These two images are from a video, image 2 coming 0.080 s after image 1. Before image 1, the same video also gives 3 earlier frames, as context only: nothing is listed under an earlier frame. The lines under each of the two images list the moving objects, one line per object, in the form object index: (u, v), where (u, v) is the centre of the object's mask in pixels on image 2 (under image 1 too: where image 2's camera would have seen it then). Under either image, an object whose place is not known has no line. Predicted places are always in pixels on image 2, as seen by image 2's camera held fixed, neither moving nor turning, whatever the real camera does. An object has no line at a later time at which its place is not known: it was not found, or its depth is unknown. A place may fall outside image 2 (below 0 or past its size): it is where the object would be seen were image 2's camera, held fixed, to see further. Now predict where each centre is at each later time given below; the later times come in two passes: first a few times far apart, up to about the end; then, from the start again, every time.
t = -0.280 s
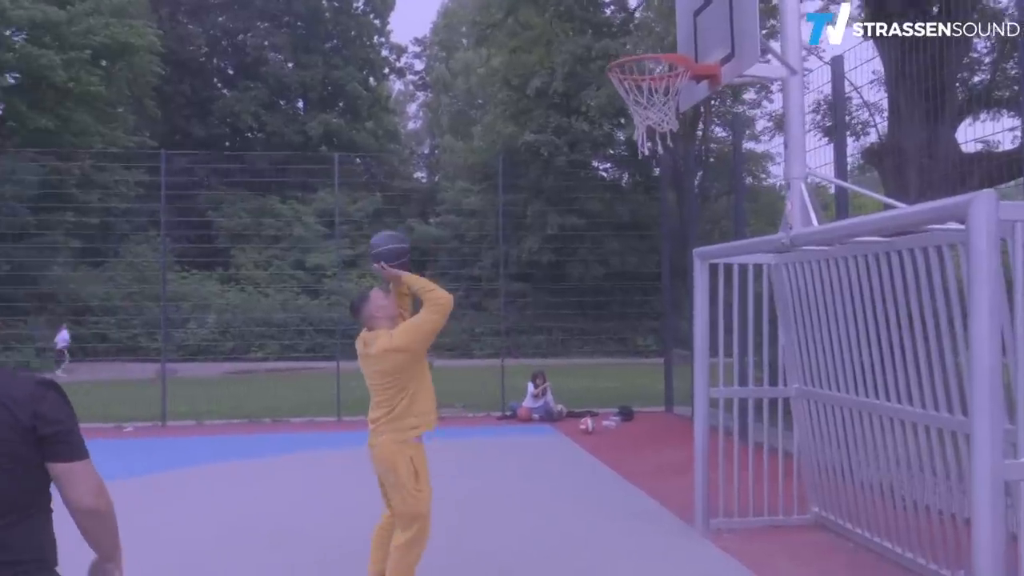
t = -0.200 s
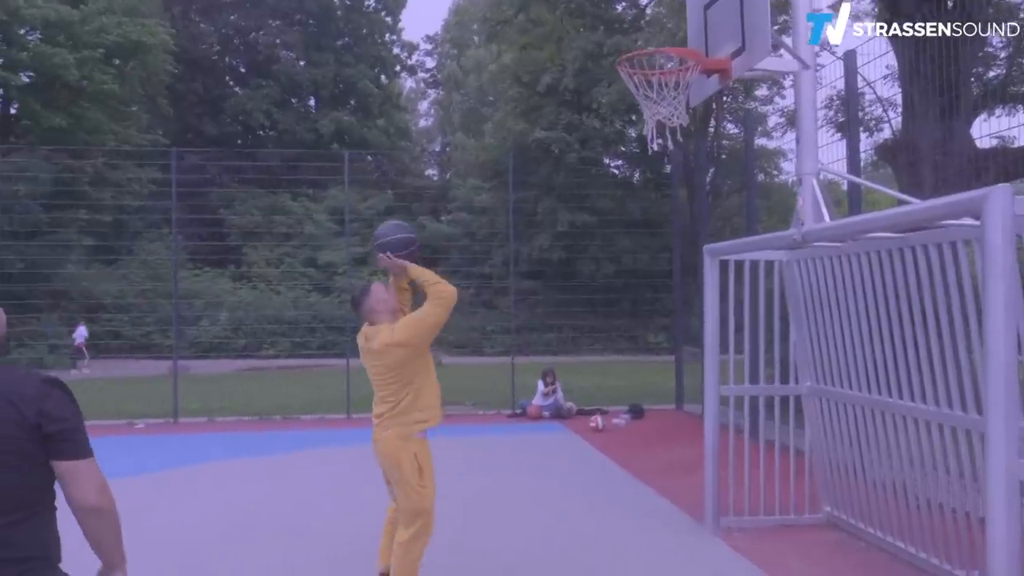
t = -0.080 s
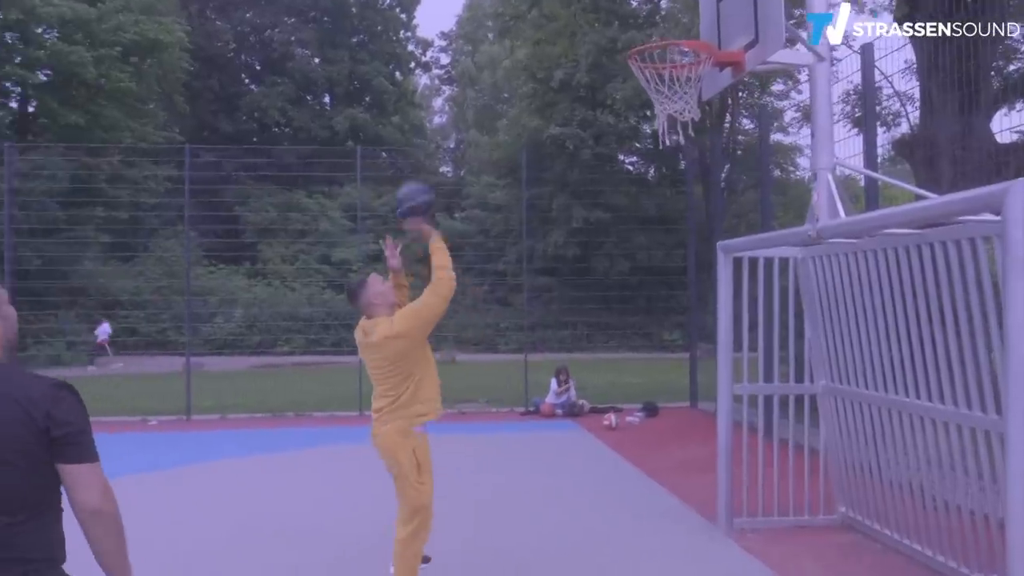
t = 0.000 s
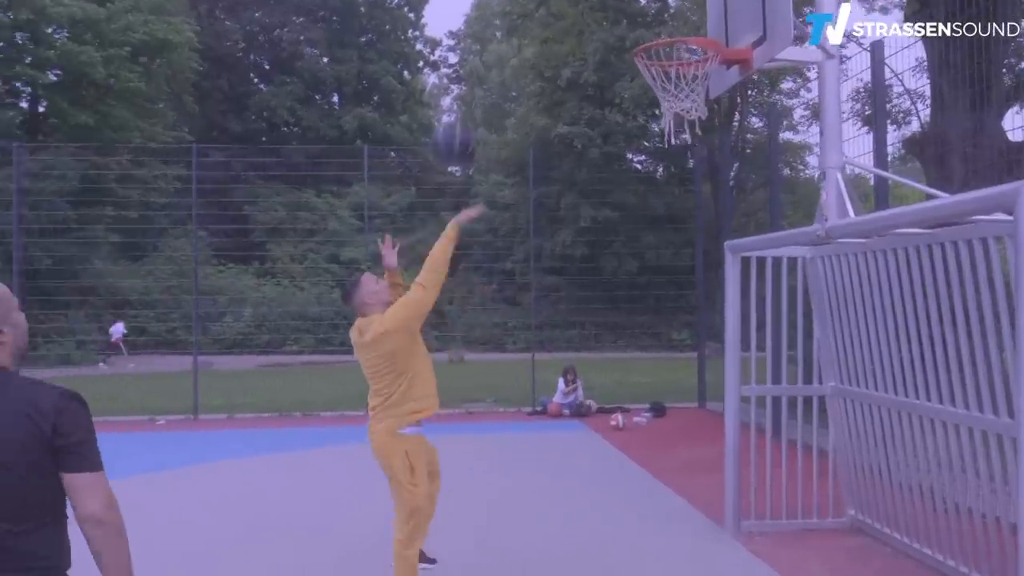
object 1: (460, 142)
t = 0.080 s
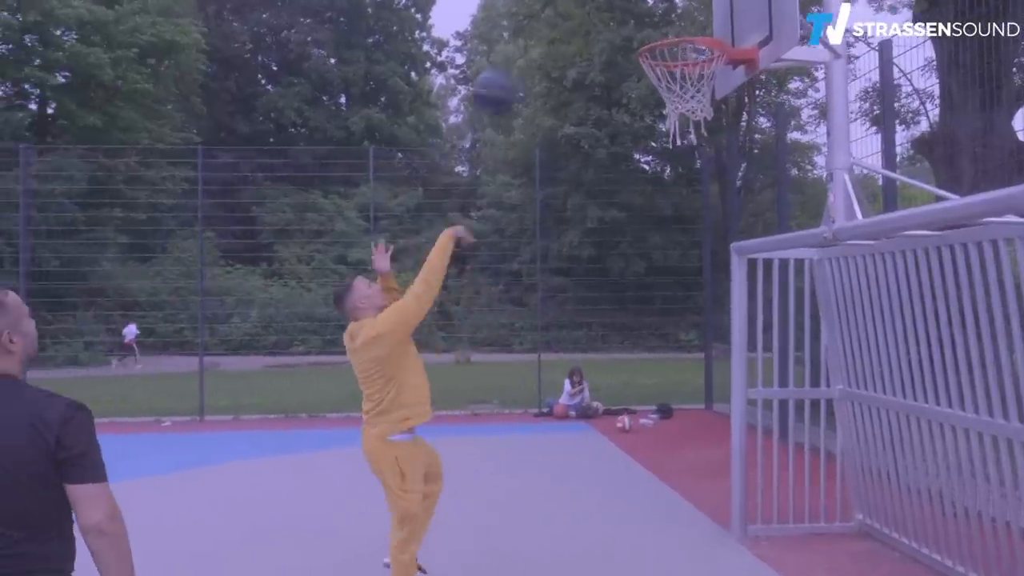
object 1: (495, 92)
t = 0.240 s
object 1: (562, 23)
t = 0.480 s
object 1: (668, 14)
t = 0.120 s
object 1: (510, 72)
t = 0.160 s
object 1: (527, 52)
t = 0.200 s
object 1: (545, 37)
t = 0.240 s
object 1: (562, 23)
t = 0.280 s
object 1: (581, 17)
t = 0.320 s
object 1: (597, 13)
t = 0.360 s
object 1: (613, 10)
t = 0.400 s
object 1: (634, 11)
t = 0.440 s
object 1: (650, 12)
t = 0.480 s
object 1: (668, 14)
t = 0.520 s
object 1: (689, 17)
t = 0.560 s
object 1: (706, 21)
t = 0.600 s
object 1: (711, 19)
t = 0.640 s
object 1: (705, 15)
